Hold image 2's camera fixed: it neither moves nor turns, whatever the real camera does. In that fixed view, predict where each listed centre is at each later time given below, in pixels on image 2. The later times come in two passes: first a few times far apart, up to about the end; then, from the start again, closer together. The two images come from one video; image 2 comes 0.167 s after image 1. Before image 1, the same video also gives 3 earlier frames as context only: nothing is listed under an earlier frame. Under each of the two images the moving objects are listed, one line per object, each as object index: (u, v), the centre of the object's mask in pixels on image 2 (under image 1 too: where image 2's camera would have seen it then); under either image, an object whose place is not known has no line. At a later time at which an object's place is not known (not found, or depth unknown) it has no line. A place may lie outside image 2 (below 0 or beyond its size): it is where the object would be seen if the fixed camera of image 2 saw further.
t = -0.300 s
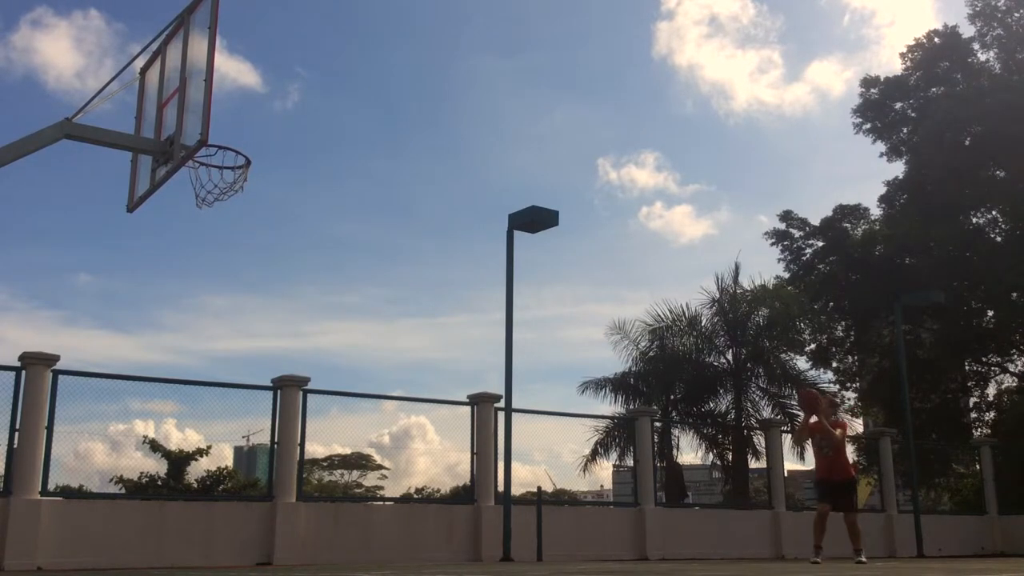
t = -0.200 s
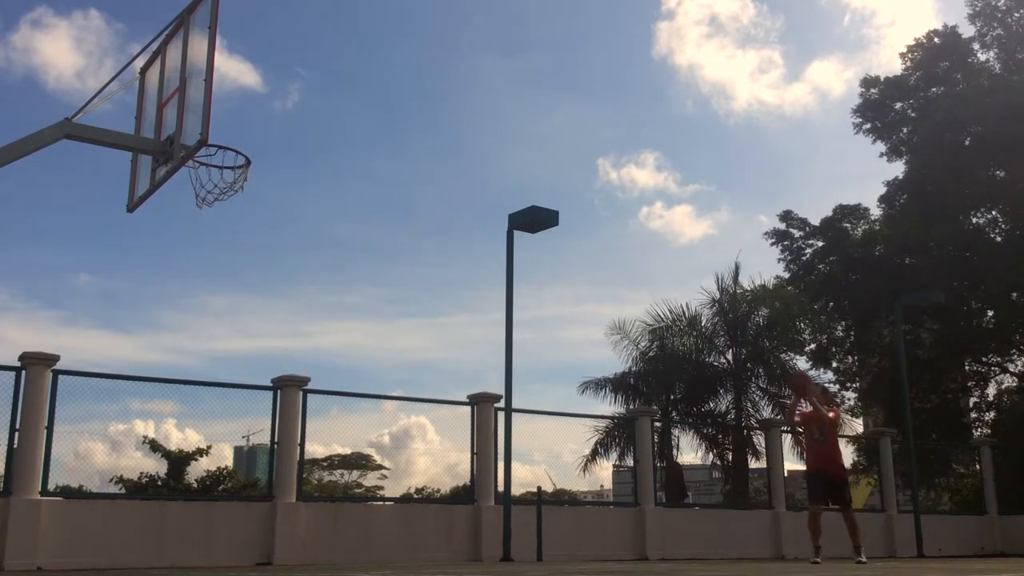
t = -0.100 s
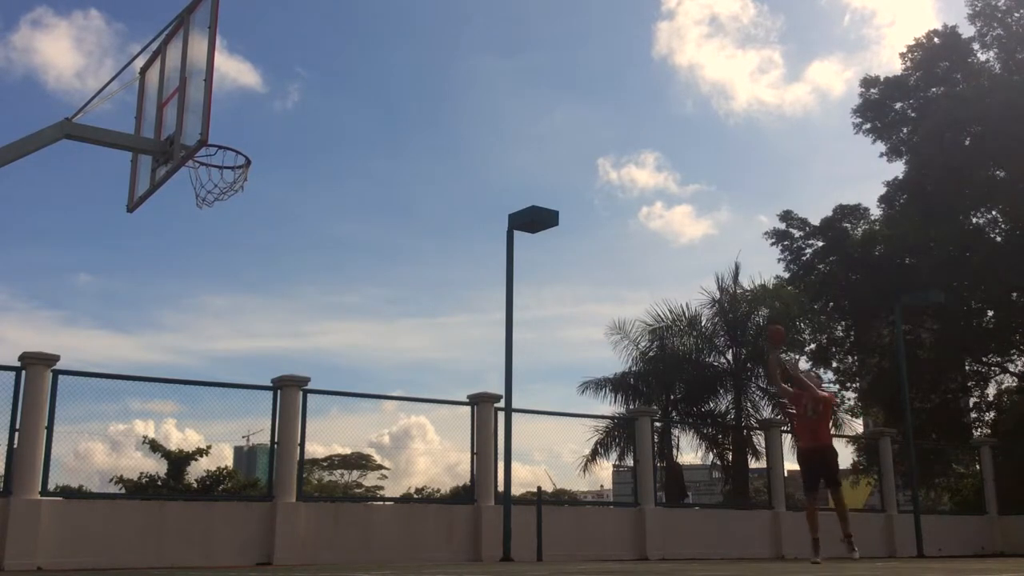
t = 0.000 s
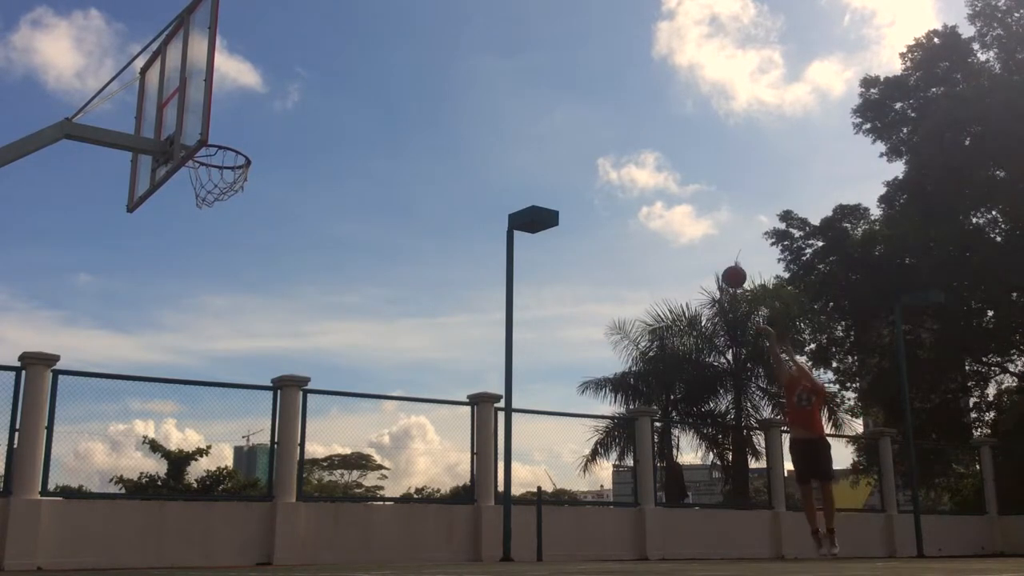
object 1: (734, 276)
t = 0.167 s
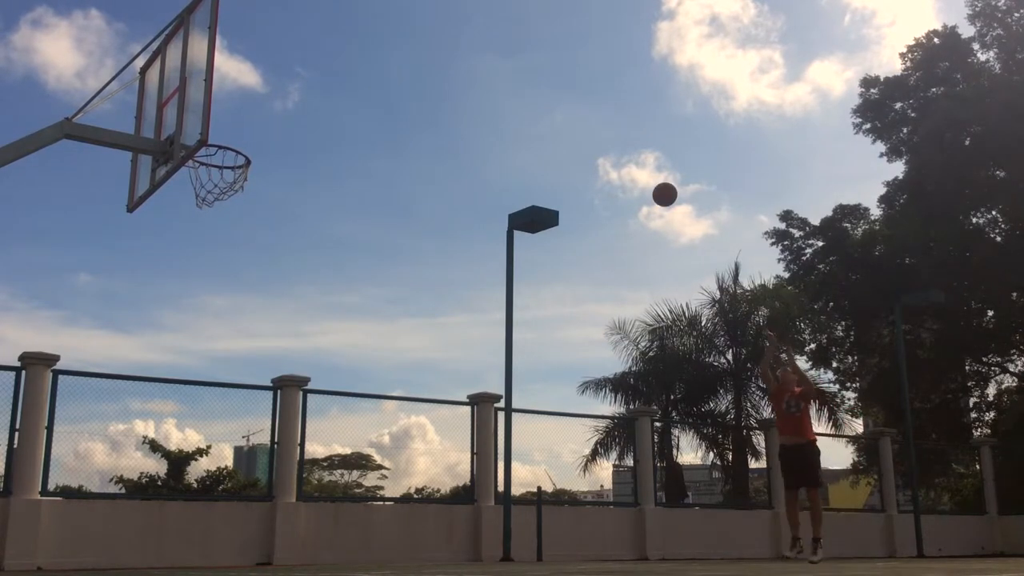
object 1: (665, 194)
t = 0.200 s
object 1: (651, 180)
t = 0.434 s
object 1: (548, 105)
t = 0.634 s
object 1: (452, 78)
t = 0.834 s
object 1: (343, 90)
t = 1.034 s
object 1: (226, 139)
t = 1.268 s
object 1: (202, 139)
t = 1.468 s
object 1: (211, 178)
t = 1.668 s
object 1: (225, 262)
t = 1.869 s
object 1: (236, 388)
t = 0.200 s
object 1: (651, 180)
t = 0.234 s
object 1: (636, 167)
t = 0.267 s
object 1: (622, 155)
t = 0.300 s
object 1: (607, 143)
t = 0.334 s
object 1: (592, 132)
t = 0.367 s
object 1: (577, 122)
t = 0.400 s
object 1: (563, 113)
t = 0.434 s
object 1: (548, 105)
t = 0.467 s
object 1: (532, 98)
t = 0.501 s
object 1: (517, 91)
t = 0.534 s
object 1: (501, 86)
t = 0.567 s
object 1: (485, 82)
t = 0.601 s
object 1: (469, 79)
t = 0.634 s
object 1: (452, 78)
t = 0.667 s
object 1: (435, 77)
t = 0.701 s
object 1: (418, 77)
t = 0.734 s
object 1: (400, 78)
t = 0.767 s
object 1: (381, 81)
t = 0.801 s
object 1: (362, 85)
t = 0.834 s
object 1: (343, 90)
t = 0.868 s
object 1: (323, 96)
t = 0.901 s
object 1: (303, 105)
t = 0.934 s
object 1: (282, 114)
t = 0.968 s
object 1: (260, 126)
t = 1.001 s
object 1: (238, 139)
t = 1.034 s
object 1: (226, 139)
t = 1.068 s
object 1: (218, 138)
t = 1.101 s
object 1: (213, 137)
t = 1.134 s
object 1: (210, 135)
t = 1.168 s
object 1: (187, 131)
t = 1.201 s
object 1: (186, 132)
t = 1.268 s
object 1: (202, 139)
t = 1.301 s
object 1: (204, 146)
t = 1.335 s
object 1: (206, 149)
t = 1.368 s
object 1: (206, 154)
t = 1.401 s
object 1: (209, 161)
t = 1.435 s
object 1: (208, 168)
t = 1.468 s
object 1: (211, 178)
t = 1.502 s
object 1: (213, 189)
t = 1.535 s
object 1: (216, 202)
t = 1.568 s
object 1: (218, 215)
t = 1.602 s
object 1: (221, 229)
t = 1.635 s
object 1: (223, 245)
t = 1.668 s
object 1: (225, 262)
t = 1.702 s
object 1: (227, 280)
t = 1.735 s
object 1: (229, 299)
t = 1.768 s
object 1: (231, 319)
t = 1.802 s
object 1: (233, 341)
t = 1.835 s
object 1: (234, 364)
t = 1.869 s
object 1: (236, 388)
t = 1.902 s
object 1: (237, 413)
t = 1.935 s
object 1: (238, 439)
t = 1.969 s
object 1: (240, 468)
